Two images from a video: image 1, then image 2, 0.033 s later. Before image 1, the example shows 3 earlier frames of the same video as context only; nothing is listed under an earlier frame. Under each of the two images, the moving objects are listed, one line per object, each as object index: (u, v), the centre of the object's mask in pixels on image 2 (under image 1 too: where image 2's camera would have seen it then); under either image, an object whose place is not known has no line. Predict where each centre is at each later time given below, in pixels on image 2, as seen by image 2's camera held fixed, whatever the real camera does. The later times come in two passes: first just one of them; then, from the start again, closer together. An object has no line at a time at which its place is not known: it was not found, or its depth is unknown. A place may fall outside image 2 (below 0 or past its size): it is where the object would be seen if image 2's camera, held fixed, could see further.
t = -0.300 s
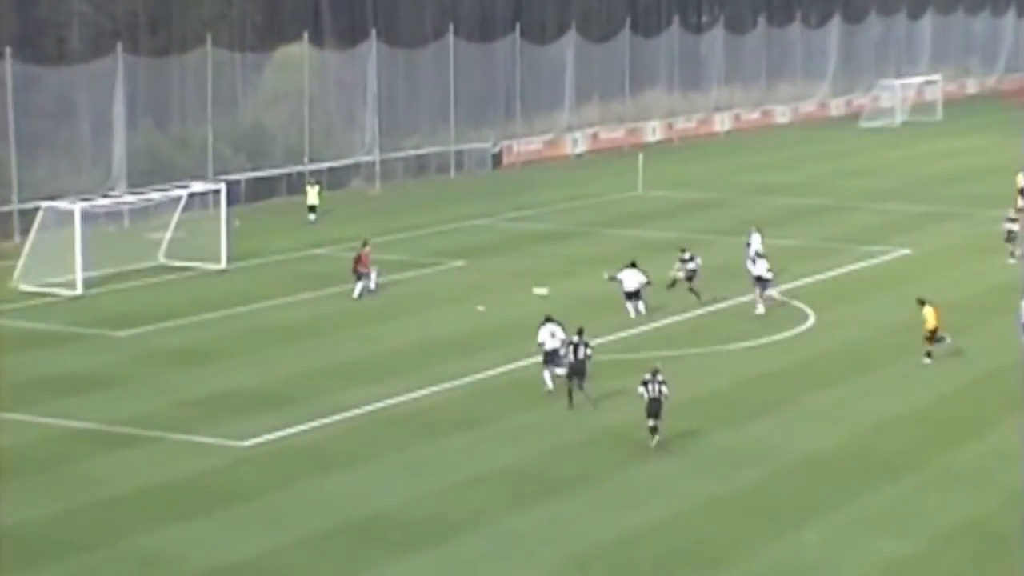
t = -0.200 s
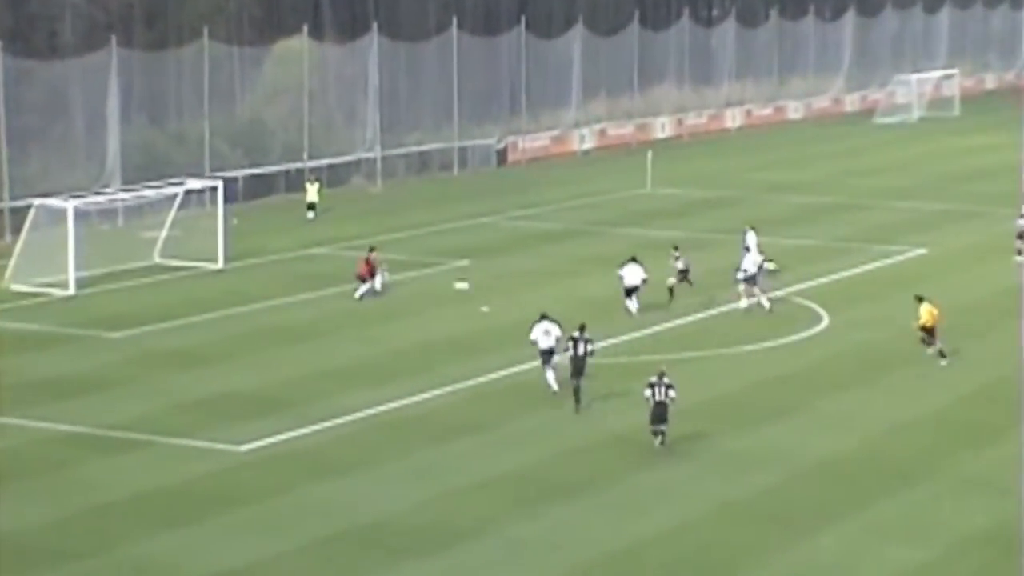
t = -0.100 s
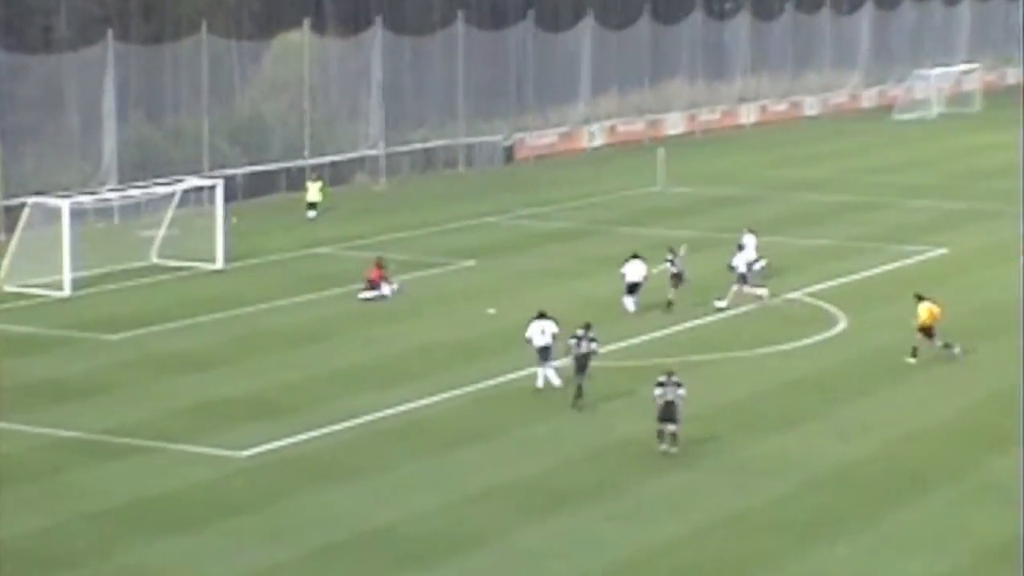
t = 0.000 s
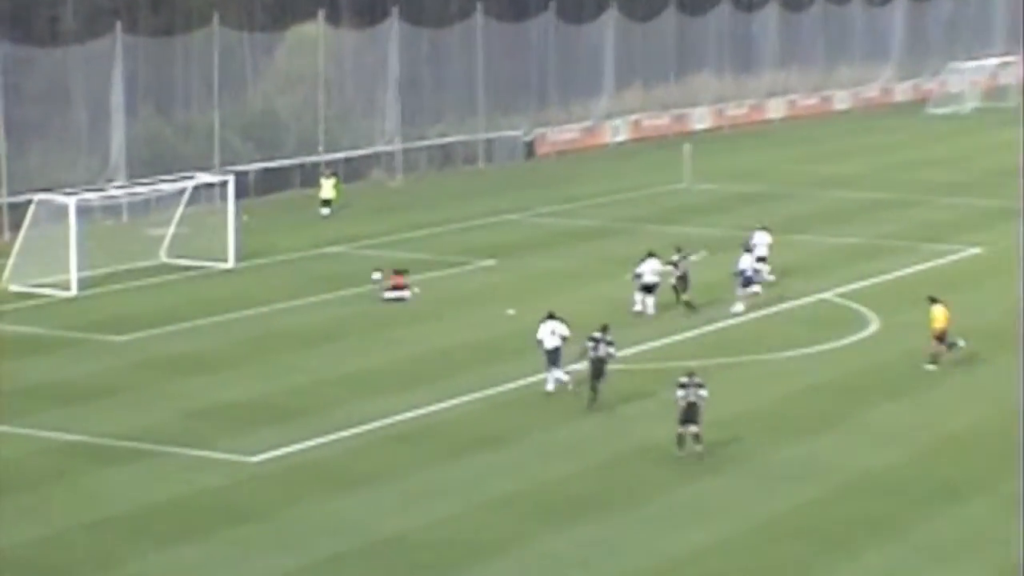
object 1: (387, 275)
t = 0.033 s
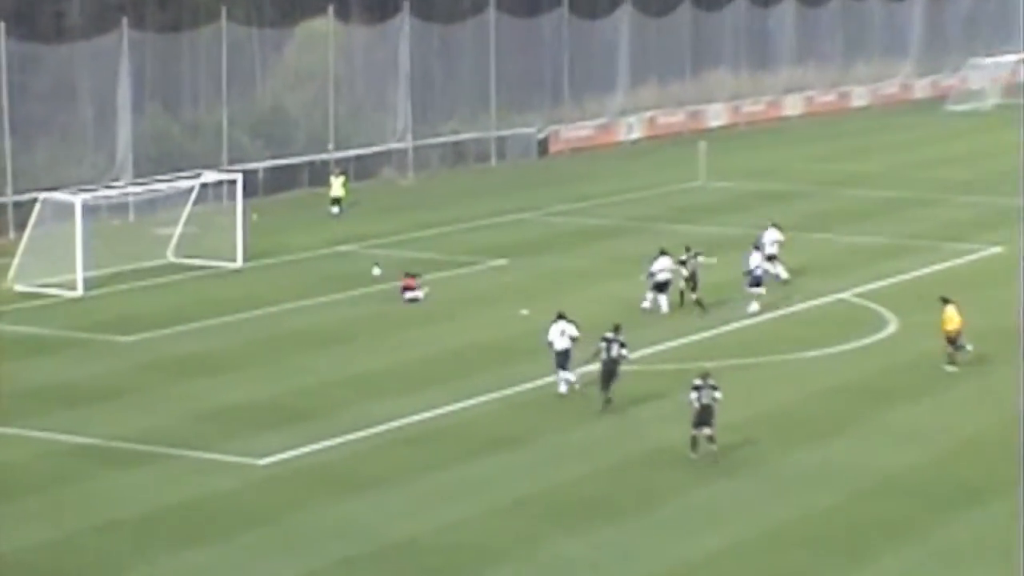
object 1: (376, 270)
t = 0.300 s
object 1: (296, 250)
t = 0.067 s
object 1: (366, 266)
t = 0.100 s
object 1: (355, 263)
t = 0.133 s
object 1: (345, 259)
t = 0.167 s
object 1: (335, 259)
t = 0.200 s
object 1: (324, 257)
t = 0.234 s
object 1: (315, 254)
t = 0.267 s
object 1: (304, 252)
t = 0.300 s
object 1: (296, 250)
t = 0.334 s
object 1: (284, 247)
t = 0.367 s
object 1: (275, 248)
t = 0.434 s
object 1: (255, 248)
